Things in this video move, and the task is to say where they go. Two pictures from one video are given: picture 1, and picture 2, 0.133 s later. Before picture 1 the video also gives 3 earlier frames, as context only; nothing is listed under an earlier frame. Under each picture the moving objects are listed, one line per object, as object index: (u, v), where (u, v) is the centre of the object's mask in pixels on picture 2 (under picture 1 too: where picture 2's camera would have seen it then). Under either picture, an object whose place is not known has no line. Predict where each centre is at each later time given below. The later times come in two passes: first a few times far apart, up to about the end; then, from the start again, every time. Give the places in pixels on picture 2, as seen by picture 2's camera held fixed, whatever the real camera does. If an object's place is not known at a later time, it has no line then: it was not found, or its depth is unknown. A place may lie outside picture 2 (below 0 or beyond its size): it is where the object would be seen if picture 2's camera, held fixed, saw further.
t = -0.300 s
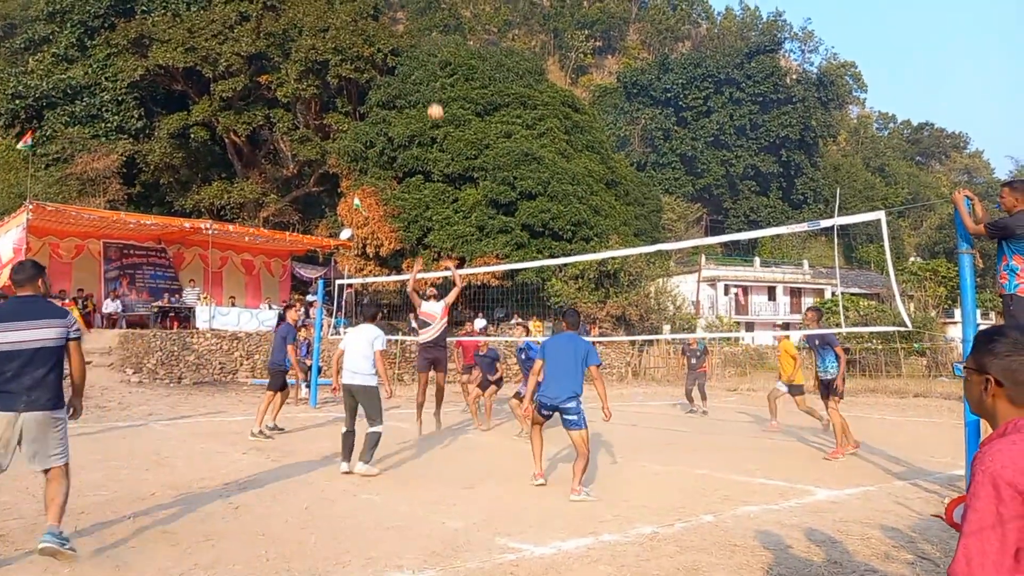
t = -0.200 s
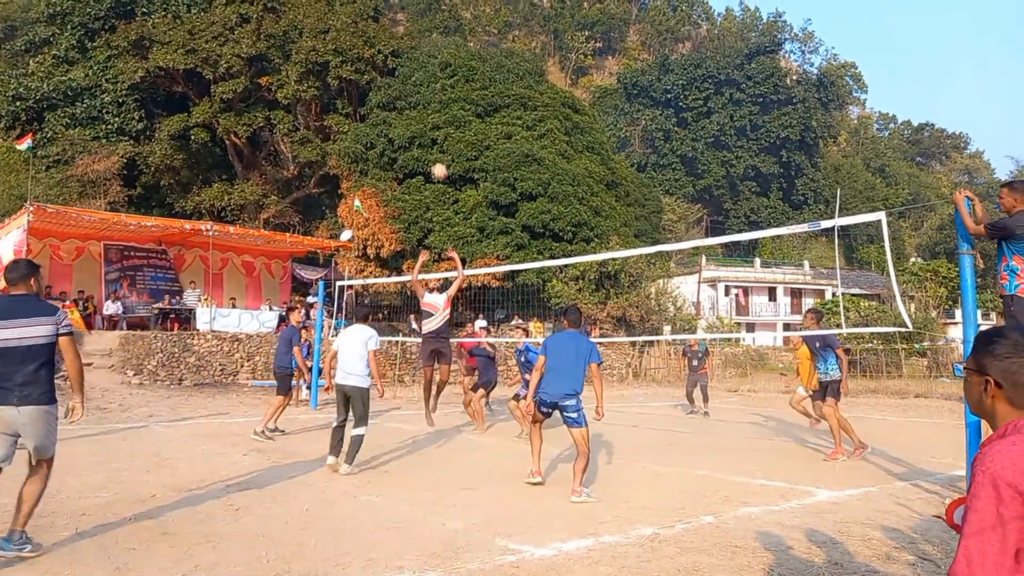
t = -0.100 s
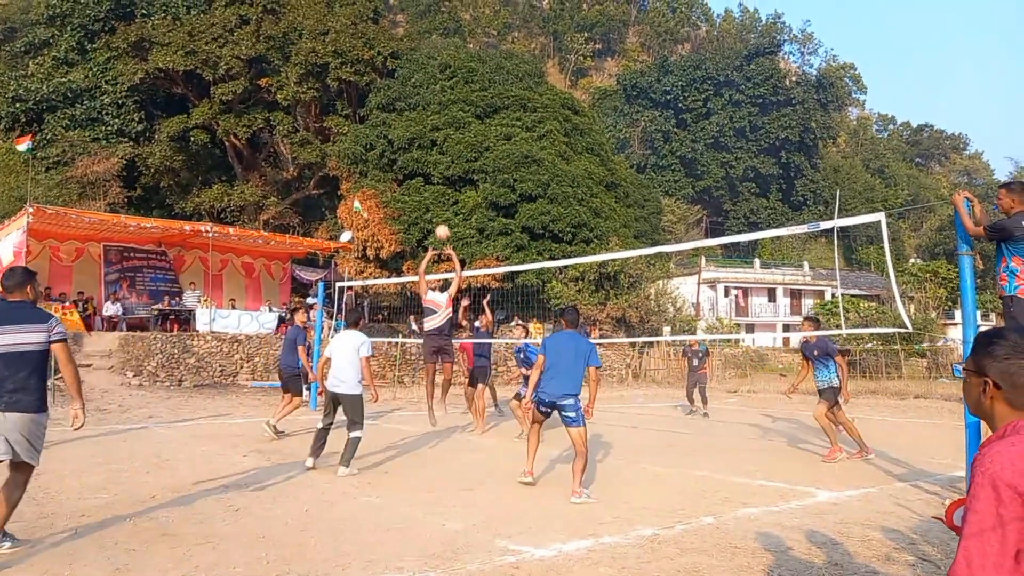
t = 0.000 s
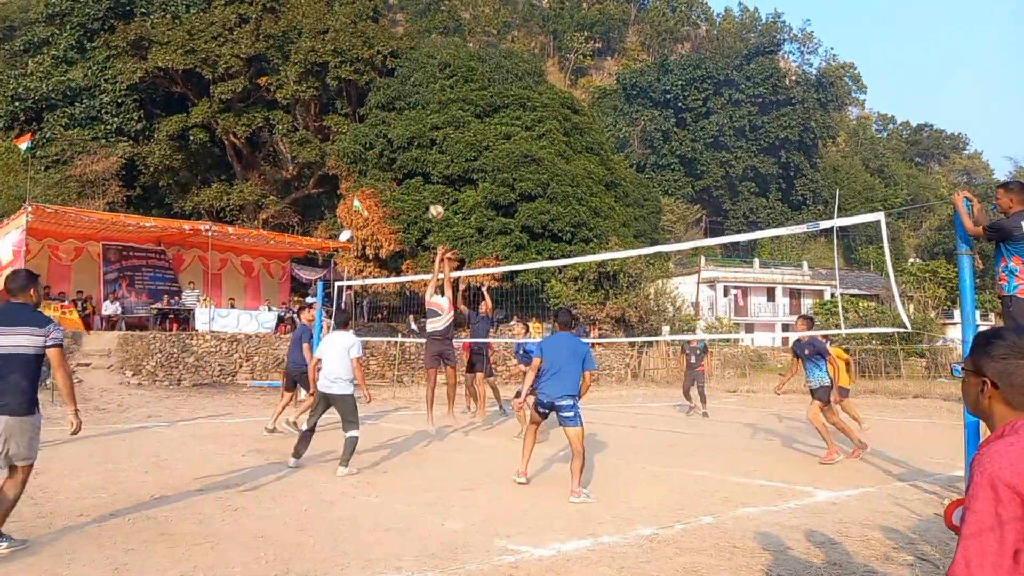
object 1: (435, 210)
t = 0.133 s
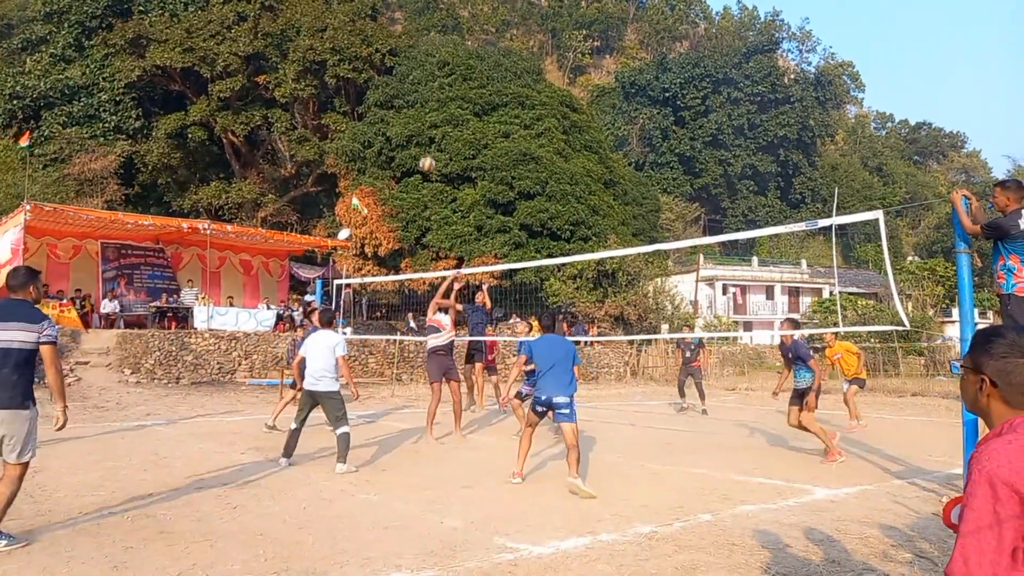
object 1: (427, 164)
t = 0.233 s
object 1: (421, 137)
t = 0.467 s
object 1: (408, 100)
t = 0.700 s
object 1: (393, 101)
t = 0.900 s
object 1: (381, 138)
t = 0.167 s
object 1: (425, 154)
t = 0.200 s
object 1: (423, 145)
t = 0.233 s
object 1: (421, 137)
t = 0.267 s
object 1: (419, 129)
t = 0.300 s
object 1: (417, 121)
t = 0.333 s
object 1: (415, 115)
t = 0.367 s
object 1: (413, 109)
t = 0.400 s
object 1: (411, 105)
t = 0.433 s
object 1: (409, 102)
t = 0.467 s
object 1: (408, 100)
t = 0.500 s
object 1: (405, 98)
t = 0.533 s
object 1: (403, 97)
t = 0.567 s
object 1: (401, 96)
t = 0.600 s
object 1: (400, 96)
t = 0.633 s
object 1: (397, 96)
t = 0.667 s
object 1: (395, 98)
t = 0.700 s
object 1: (393, 101)
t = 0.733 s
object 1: (391, 105)
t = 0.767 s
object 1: (389, 109)
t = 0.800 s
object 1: (387, 115)
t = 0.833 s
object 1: (384, 122)
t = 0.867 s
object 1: (383, 129)
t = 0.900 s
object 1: (381, 138)
